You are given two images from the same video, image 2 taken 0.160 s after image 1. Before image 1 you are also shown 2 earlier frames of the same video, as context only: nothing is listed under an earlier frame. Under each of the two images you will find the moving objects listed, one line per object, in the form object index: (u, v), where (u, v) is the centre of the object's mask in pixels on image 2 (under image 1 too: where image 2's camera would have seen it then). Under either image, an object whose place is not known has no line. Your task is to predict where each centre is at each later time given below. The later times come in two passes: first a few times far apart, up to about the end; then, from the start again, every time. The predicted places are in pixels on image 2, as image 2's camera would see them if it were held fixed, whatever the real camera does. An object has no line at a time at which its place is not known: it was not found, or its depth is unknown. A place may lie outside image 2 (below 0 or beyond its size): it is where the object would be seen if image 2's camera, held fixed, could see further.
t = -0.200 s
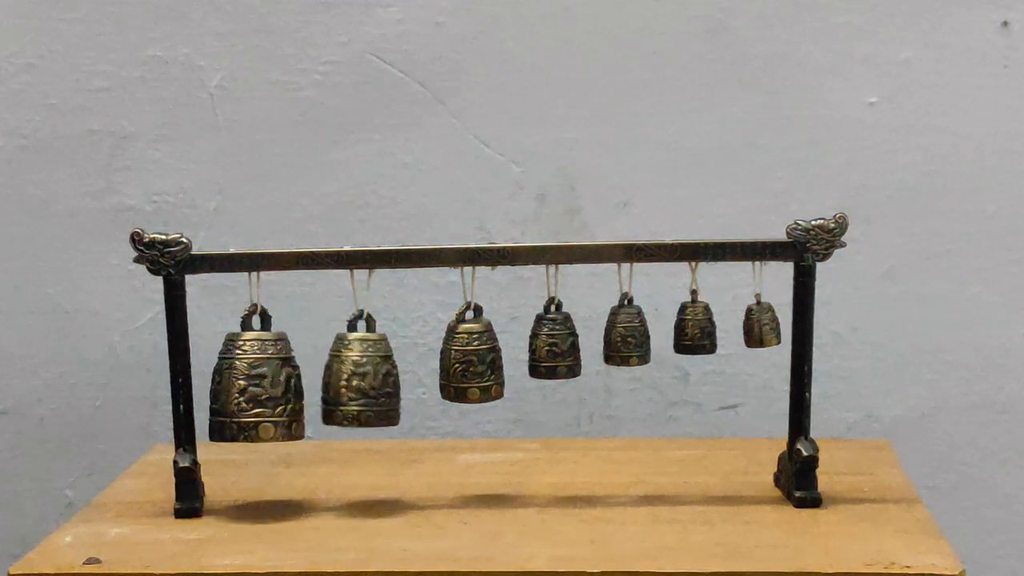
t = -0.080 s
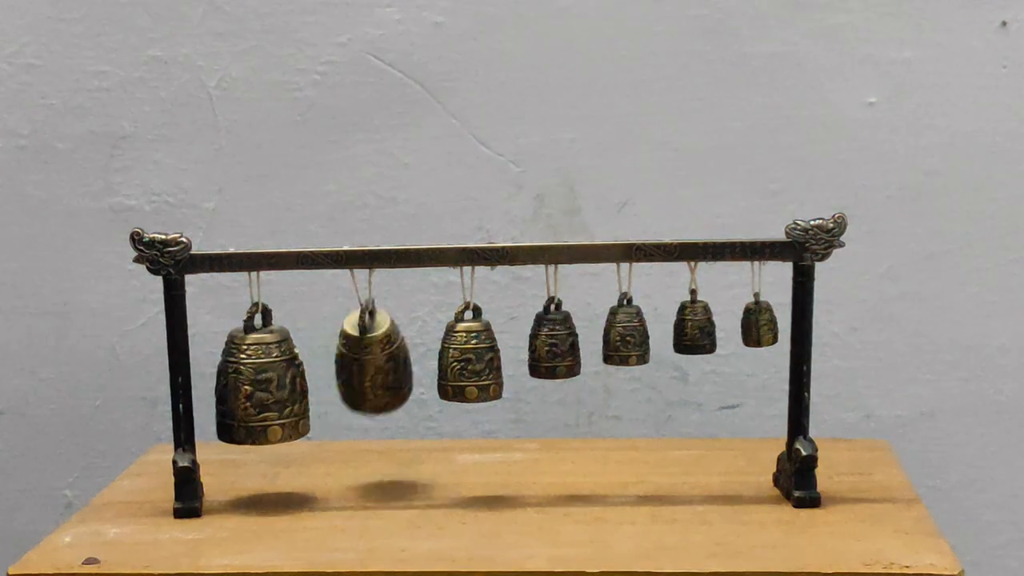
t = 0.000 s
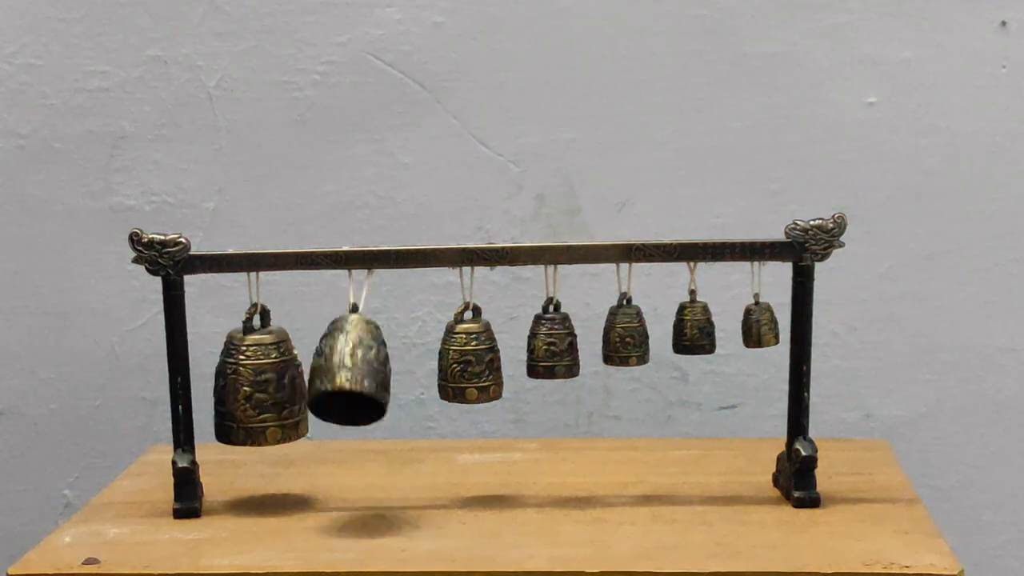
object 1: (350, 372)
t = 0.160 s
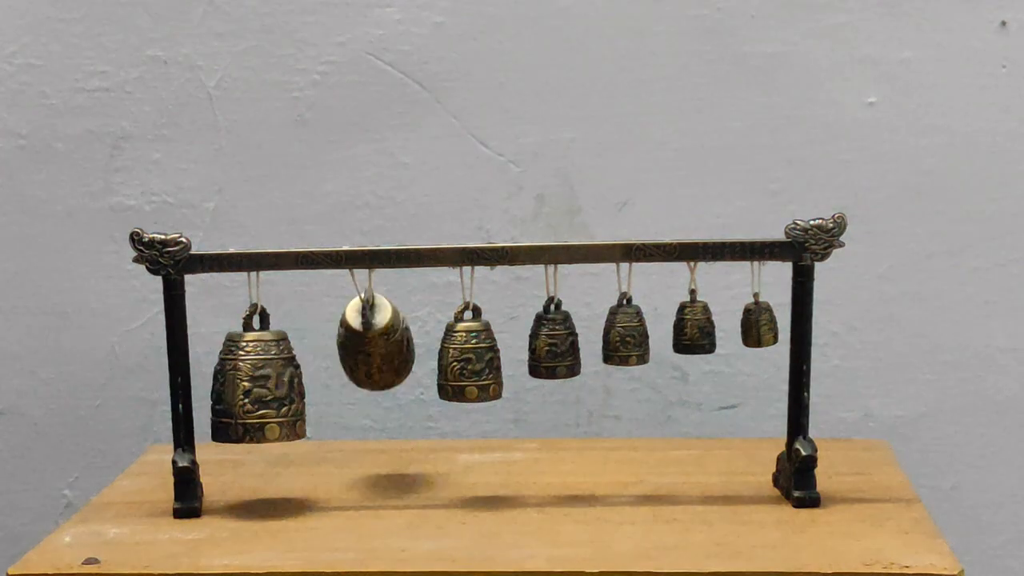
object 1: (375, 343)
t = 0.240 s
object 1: (362, 379)
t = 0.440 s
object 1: (379, 345)
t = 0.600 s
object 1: (347, 369)
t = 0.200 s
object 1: (374, 348)
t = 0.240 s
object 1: (362, 379)
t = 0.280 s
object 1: (351, 373)
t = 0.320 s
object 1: (347, 367)
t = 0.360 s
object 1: (358, 377)
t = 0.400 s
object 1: (371, 368)
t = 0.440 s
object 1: (379, 345)
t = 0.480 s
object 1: (374, 362)
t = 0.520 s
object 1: (362, 378)
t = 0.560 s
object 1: (350, 374)
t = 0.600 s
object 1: (347, 369)
